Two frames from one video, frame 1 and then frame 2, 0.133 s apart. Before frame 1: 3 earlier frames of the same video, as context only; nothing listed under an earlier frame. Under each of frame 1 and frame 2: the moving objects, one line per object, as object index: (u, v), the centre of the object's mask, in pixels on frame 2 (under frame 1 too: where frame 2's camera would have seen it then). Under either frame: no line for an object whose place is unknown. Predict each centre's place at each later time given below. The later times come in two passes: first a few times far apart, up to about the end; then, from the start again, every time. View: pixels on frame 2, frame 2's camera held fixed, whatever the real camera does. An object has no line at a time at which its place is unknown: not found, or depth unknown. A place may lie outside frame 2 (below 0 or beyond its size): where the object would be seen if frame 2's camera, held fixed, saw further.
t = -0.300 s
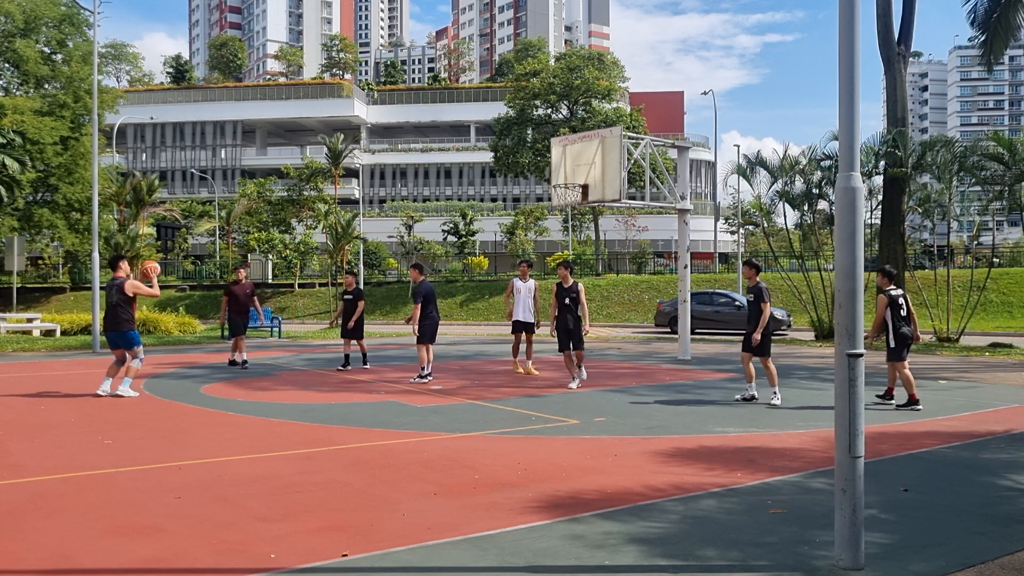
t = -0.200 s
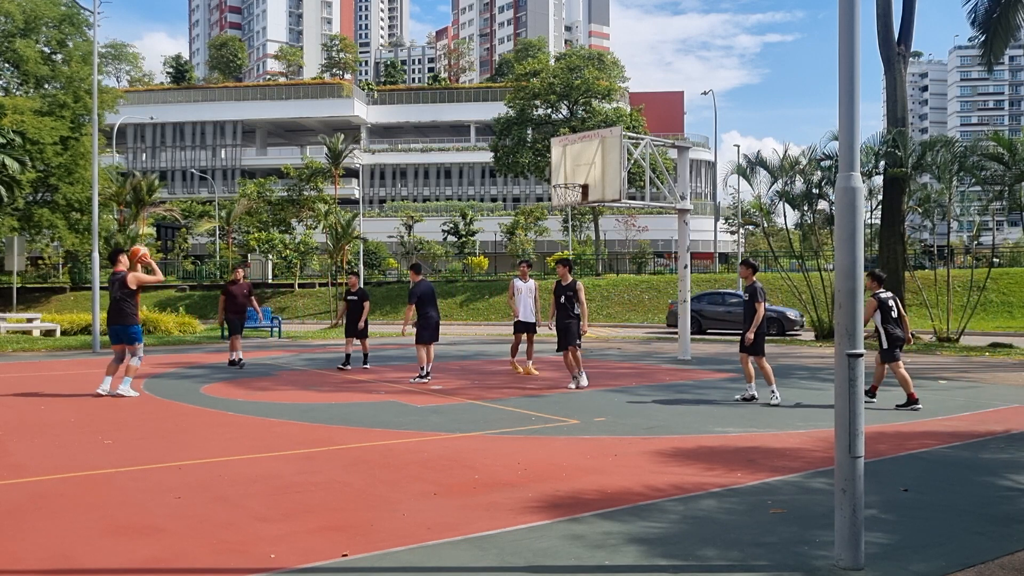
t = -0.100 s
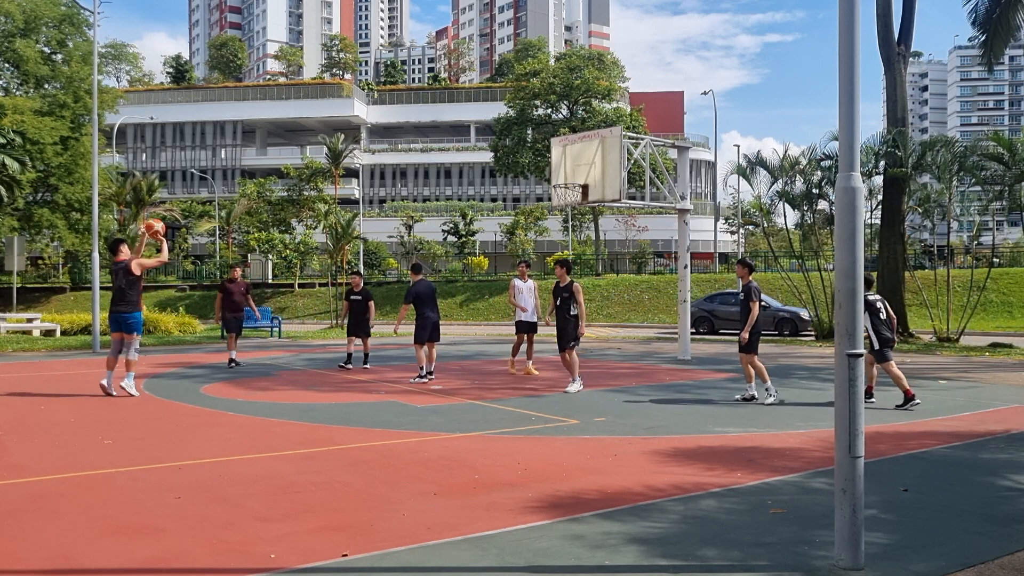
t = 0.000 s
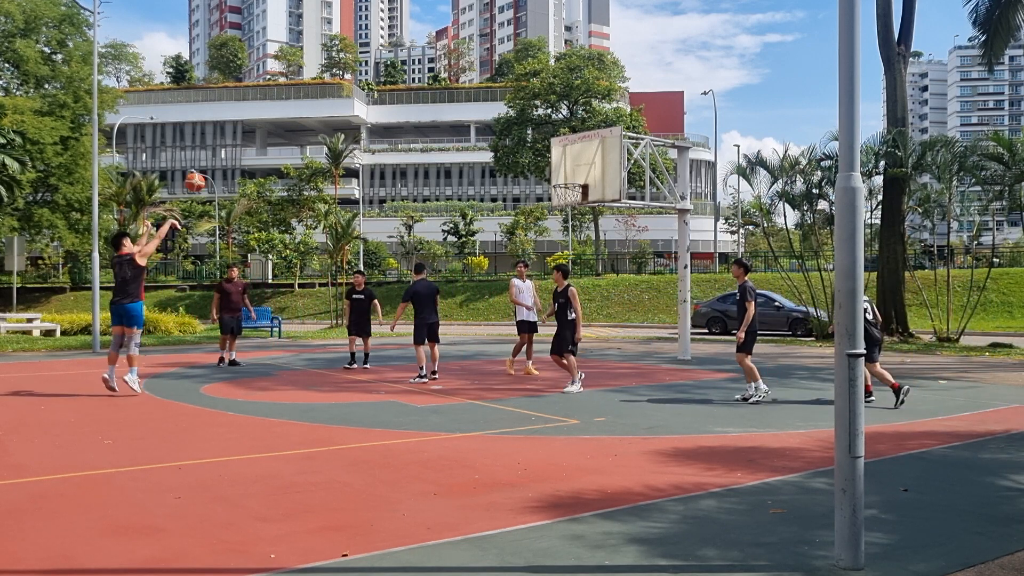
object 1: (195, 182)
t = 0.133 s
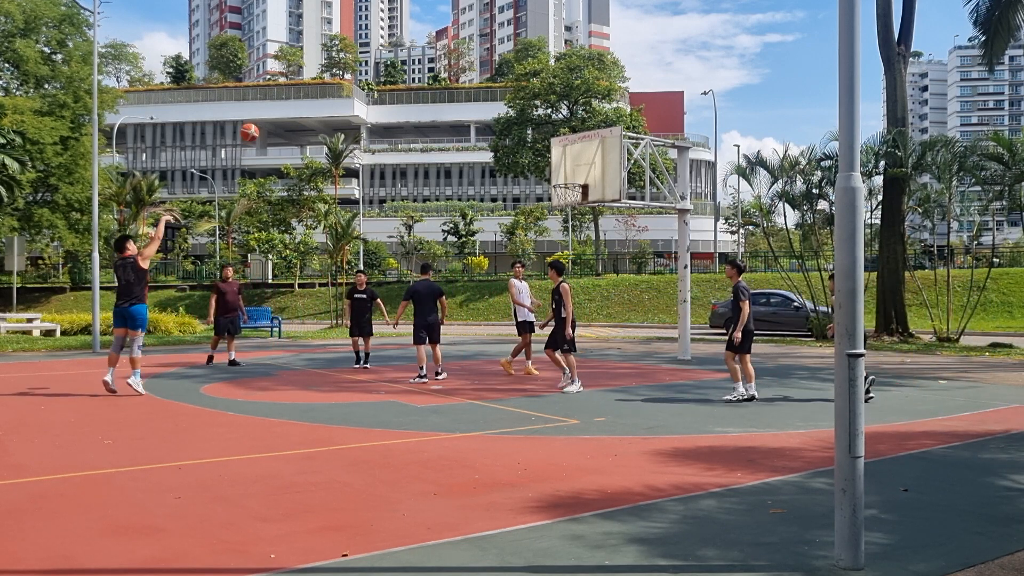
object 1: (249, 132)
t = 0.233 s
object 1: (288, 104)
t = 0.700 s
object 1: (446, 73)
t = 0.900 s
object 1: (505, 101)
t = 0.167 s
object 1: (263, 122)
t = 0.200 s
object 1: (275, 113)
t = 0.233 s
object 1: (288, 104)
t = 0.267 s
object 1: (301, 97)
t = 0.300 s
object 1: (313, 90)
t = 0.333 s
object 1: (324, 85)
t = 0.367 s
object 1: (335, 80)
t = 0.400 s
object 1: (348, 76)
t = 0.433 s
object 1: (359, 73)
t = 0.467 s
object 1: (371, 70)
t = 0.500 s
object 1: (382, 68)
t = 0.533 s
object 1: (393, 68)
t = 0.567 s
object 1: (403, 68)
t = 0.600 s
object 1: (415, 68)
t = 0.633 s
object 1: (425, 69)
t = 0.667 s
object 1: (436, 70)
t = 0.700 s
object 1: (446, 73)
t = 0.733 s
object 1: (455, 76)
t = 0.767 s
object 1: (466, 80)
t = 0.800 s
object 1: (475, 84)
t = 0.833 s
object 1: (485, 89)
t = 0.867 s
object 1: (495, 95)
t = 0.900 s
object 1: (505, 101)
